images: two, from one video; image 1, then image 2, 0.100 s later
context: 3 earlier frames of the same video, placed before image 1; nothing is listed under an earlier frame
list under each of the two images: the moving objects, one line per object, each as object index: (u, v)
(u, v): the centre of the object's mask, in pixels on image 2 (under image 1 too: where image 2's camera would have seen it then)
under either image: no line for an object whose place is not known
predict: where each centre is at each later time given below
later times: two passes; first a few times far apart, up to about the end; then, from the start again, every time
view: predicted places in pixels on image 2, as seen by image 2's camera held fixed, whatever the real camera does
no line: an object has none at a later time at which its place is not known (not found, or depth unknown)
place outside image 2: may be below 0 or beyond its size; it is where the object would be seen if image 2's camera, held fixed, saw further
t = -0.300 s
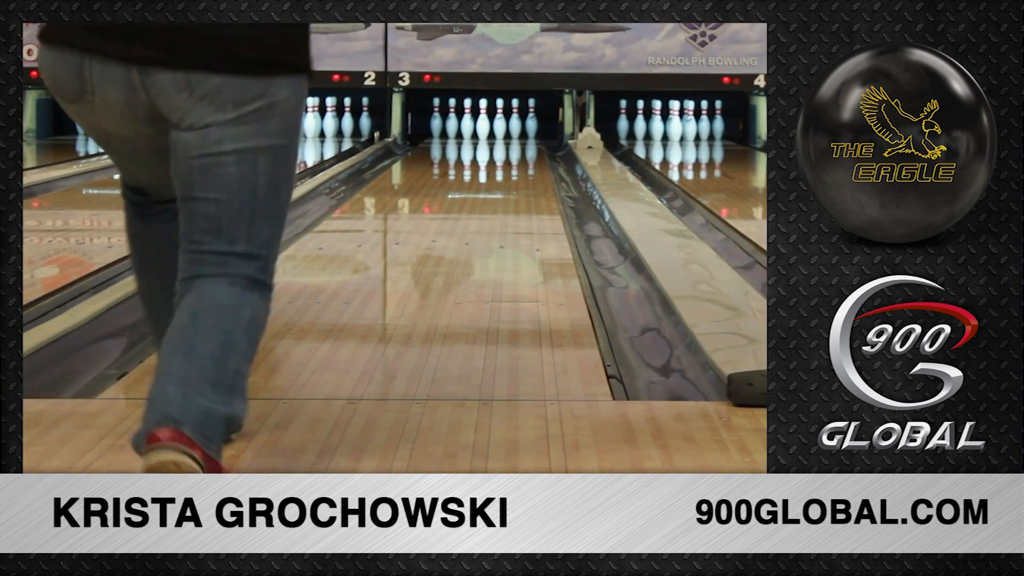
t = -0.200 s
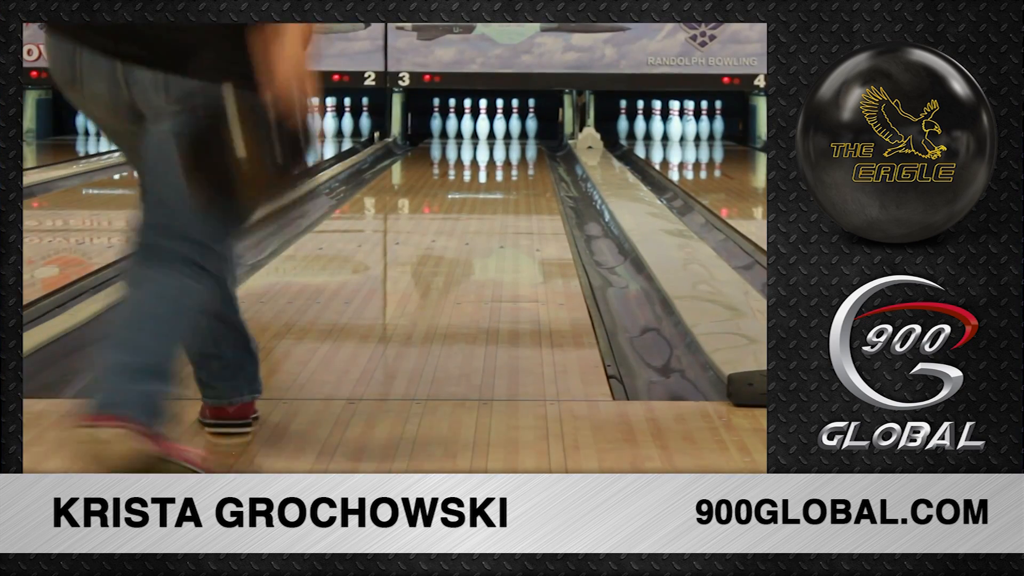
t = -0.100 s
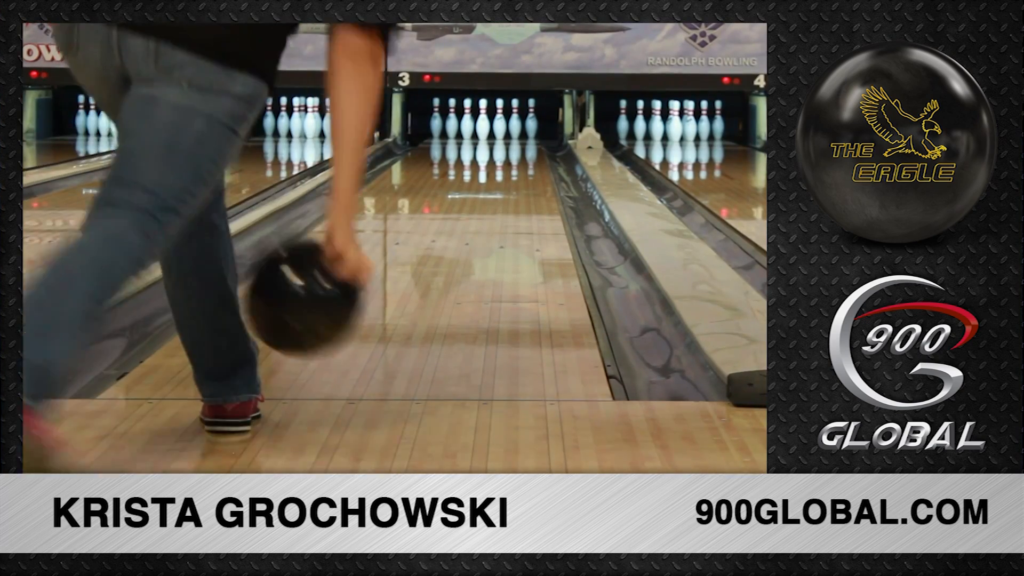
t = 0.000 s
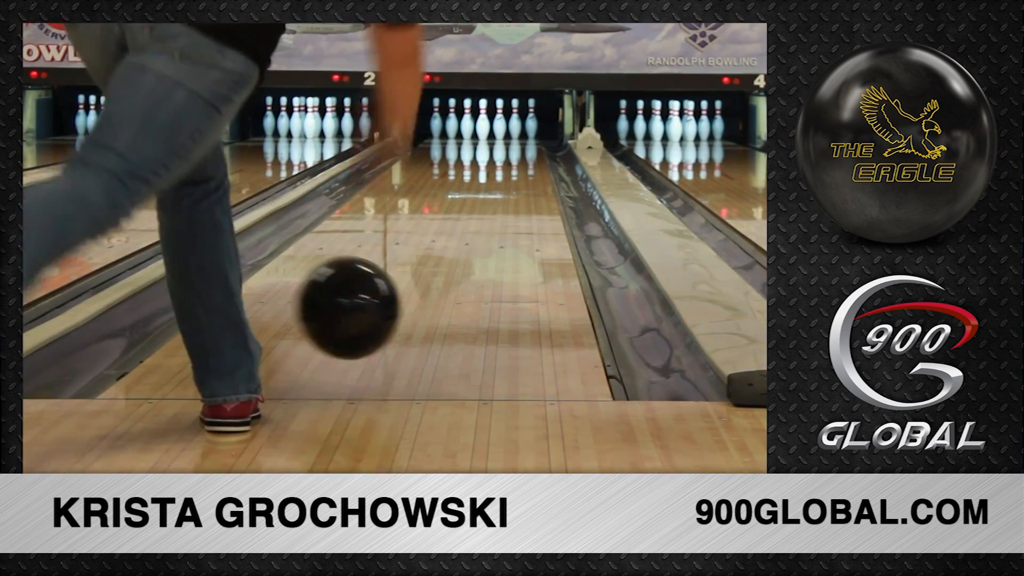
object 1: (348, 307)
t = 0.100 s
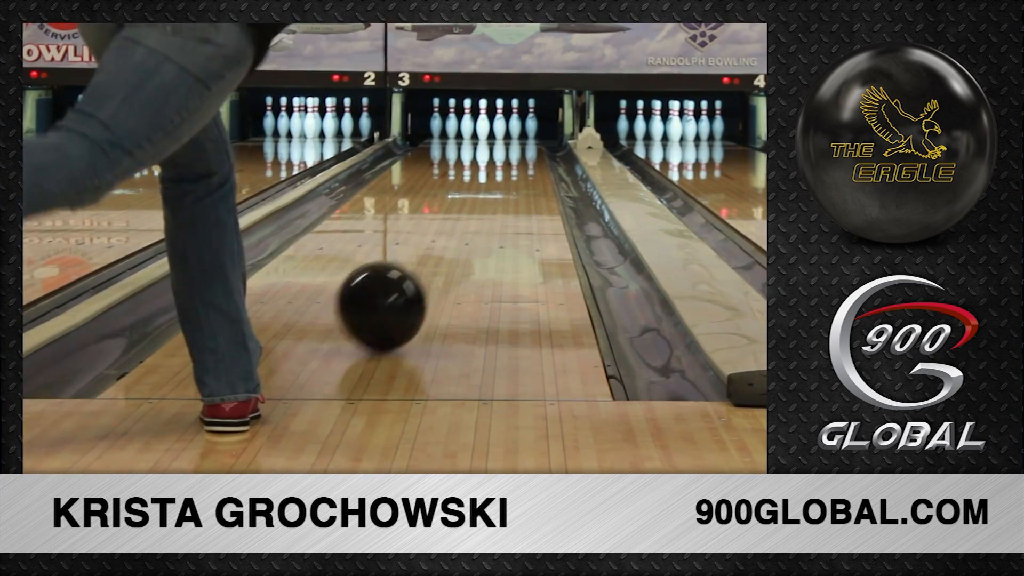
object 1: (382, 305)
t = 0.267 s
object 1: (421, 266)
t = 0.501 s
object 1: (457, 229)
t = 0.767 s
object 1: (483, 202)
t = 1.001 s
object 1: (499, 184)
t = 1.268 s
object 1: (511, 168)
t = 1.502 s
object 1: (519, 157)
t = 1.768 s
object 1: (523, 148)
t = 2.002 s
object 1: (521, 142)
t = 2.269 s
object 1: (514, 136)
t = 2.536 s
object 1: (499, 132)
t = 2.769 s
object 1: (491, 129)
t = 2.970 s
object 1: (489, 128)
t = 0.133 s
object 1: (391, 298)
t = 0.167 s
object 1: (399, 289)
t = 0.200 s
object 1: (407, 281)
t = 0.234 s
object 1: (414, 274)
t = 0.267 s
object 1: (421, 266)
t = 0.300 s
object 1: (427, 260)
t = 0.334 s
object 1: (433, 254)
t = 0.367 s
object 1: (438, 248)
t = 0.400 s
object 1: (443, 243)
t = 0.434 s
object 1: (448, 238)
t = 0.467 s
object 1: (453, 233)
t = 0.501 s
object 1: (457, 229)
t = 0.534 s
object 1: (461, 225)
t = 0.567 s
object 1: (465, 221)
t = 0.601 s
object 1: (468, 217)
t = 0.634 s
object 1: (471, 214)
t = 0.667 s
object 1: (474, 210)
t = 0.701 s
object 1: (478, 207)
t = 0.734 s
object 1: (481, 204)
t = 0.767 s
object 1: (483, 202)
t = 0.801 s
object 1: (486, 199)
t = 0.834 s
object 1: (489, 196)
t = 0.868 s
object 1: (491, 193)
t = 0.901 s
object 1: (493, 191)
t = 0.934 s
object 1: (495, 189)
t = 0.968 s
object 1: (497, 186)
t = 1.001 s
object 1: (499, 184)
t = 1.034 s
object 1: (501, 181)
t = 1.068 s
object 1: (503, 179)
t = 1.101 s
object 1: (505, 177)
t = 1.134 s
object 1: (506, 175)
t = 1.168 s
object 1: (507, 173)
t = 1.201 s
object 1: (509, 171)
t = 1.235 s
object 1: (510, 170)
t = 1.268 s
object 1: (511, 168)
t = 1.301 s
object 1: (513, 166)
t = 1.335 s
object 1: (514, 165)
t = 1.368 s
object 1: (515, 163)
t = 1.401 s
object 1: (516, 162)
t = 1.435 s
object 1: (517, 160)
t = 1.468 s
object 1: (518, 159)
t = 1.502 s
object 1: (519, 157)
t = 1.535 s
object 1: (520, 156)
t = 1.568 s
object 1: (520, 155)
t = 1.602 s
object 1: (521, 154)
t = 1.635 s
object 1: (522, 152)
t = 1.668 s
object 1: (522, 151)
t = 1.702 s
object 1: (522, 151)
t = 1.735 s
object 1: (522, 150)
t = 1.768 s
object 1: (523, 148)
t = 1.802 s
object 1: (523, 147)
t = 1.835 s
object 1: (523, 146)
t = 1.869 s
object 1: (523, 145)
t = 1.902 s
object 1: (523, 144)
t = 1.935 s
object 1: (522, 144)
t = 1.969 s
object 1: (522, 143)
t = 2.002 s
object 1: (521, 142)
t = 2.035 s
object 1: (520, 141)
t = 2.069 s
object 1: (520, 140)
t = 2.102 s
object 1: (519, 140)
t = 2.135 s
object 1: (518, 139)
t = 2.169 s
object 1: (517, 138)
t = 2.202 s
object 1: (516, 138)
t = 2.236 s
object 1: (515, 137)
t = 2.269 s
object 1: (514, 136)
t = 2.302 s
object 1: (511, 136)
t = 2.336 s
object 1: (509, 135)
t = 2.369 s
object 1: (508, 134)
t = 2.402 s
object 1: (506, 134)
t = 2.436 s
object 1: (505, 134)
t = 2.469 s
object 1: (503, 133)
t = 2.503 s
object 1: (501, 132)
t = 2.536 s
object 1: (499, 132)
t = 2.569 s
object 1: (497, 131)
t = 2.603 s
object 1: (495, 130)
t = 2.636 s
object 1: (493, 130)
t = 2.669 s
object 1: (492, 130)
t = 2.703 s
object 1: (490, 129)
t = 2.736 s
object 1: (491, 129)
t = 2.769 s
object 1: (491, 129)
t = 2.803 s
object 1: (490, 128)
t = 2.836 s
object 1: (490, 128)
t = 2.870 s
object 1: (488, 128)
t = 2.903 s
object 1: (487, 128)
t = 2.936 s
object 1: (489, 128)
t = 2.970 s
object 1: (489, 128)
